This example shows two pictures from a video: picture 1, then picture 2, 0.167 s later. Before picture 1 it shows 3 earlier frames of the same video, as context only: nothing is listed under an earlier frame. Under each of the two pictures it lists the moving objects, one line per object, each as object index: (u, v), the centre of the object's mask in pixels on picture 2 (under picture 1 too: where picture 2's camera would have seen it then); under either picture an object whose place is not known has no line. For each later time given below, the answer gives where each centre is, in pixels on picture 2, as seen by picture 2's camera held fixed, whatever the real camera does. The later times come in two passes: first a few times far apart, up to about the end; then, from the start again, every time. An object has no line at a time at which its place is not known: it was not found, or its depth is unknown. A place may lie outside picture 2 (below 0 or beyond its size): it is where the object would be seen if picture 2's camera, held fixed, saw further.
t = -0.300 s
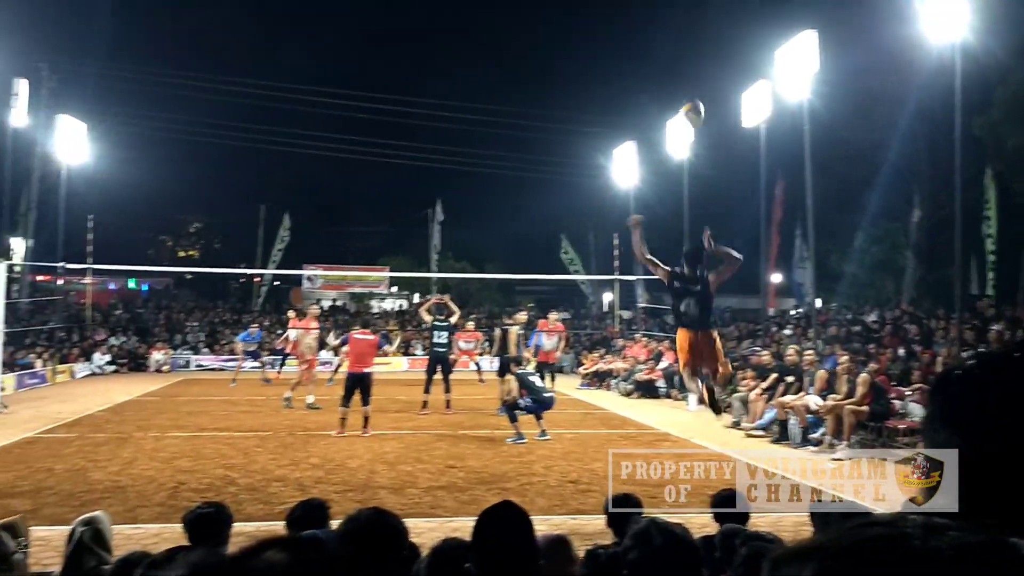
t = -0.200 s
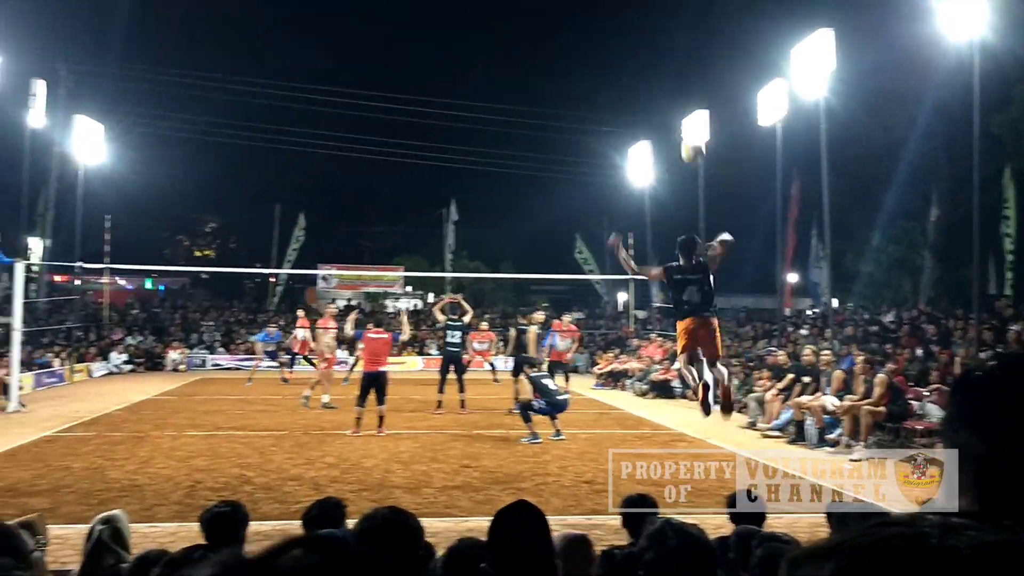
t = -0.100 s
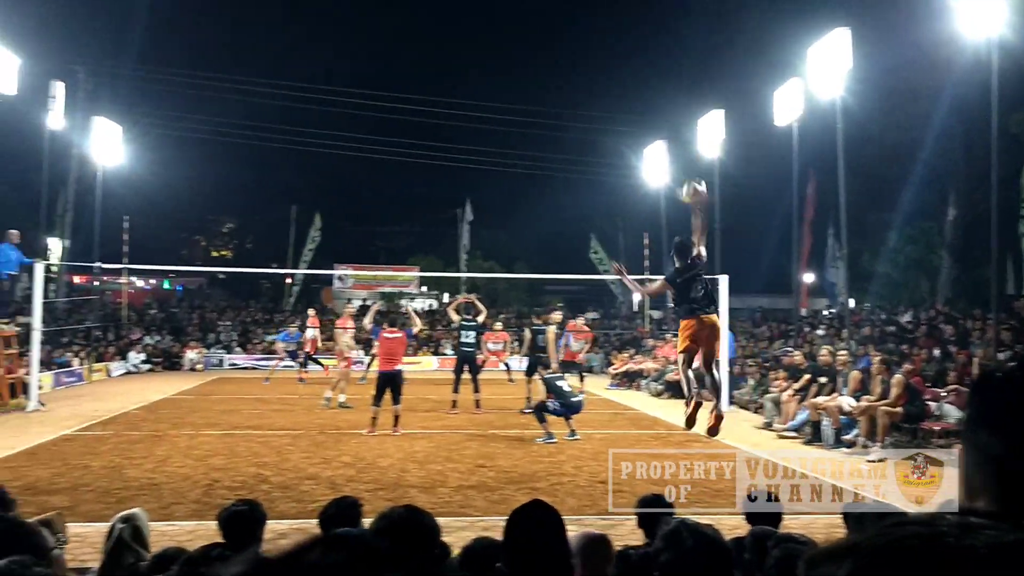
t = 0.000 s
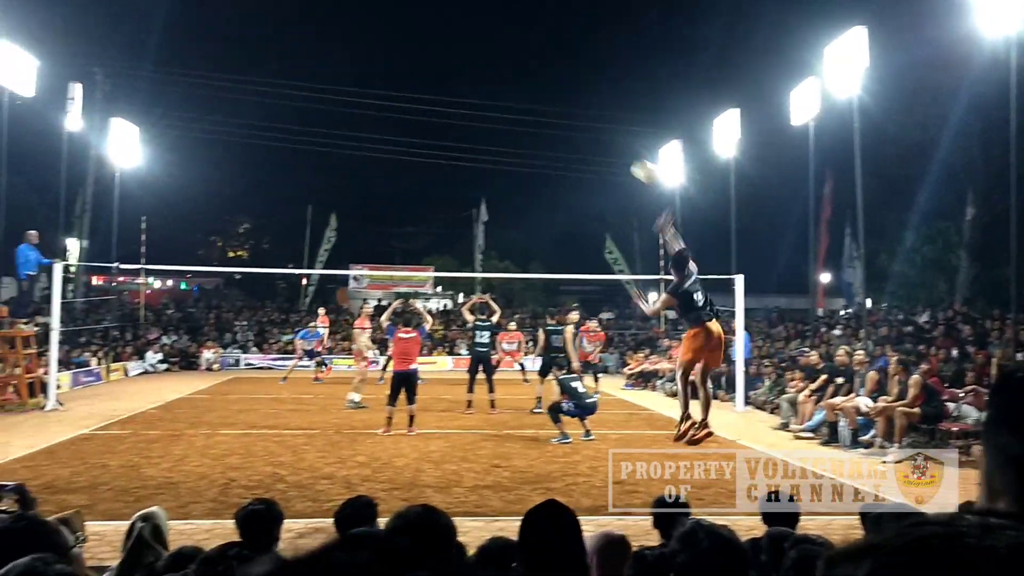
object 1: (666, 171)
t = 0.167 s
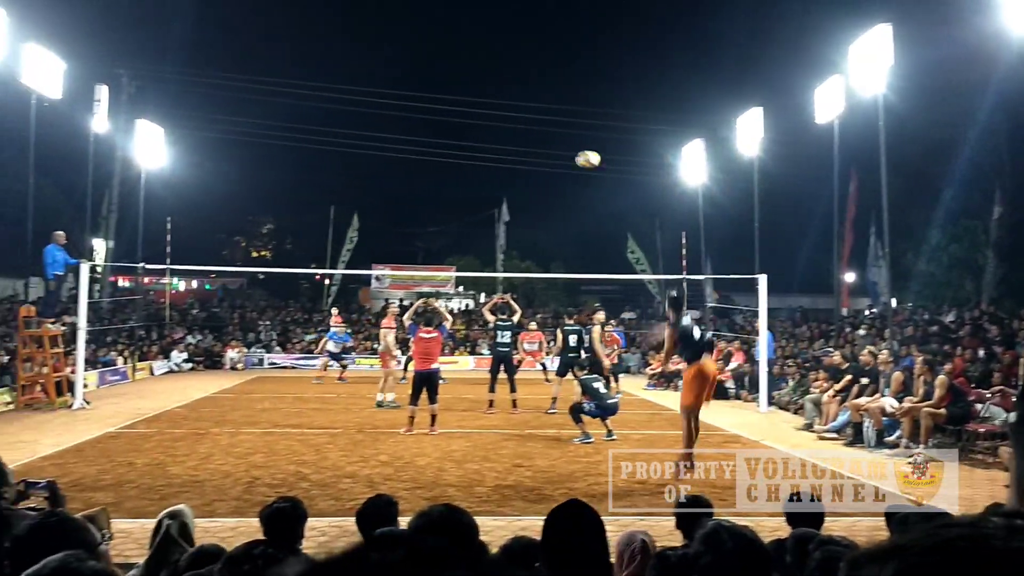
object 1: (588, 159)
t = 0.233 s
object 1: (565, 162)
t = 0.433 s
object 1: (511, 186)
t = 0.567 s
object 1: (484, 212)
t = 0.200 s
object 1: (576, 160)
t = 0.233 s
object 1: (565, 162)
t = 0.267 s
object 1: (554, 164)
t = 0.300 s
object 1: (545, 167)
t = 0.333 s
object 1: (536, 171)
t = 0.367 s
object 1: (527, 175)
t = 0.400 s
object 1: (518, 181)
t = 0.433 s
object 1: (511, 186)
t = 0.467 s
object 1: (503, 191)
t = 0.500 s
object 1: (496, 199)
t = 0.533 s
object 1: (490, 205)
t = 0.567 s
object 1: (484, 212)
